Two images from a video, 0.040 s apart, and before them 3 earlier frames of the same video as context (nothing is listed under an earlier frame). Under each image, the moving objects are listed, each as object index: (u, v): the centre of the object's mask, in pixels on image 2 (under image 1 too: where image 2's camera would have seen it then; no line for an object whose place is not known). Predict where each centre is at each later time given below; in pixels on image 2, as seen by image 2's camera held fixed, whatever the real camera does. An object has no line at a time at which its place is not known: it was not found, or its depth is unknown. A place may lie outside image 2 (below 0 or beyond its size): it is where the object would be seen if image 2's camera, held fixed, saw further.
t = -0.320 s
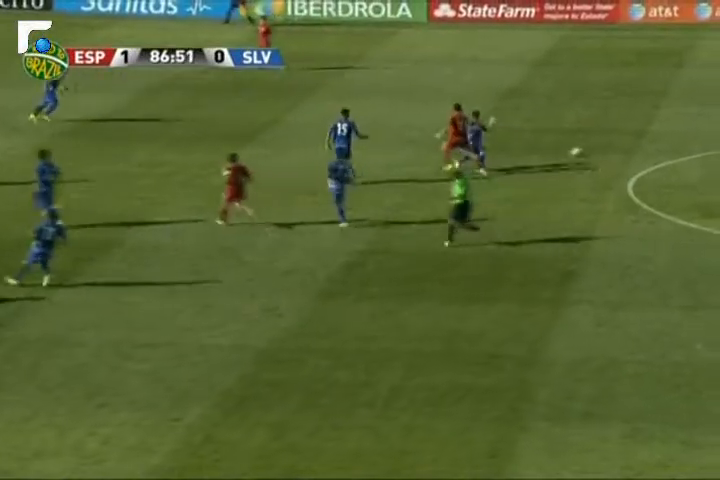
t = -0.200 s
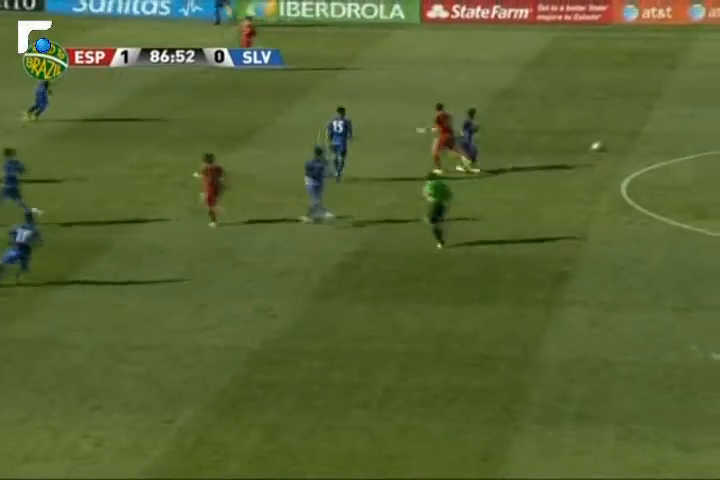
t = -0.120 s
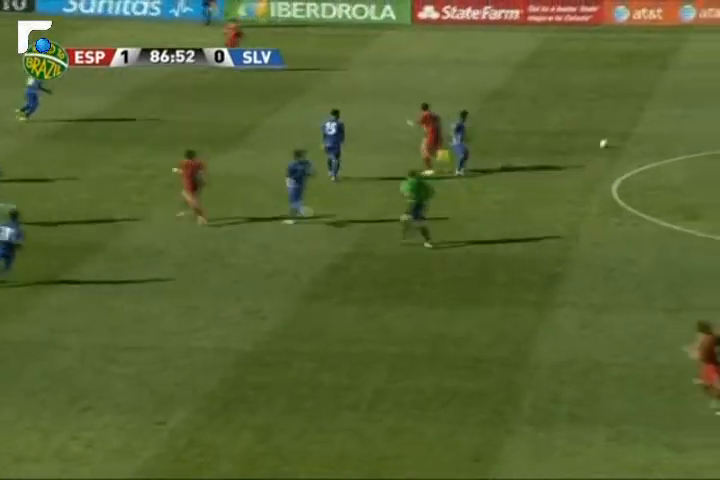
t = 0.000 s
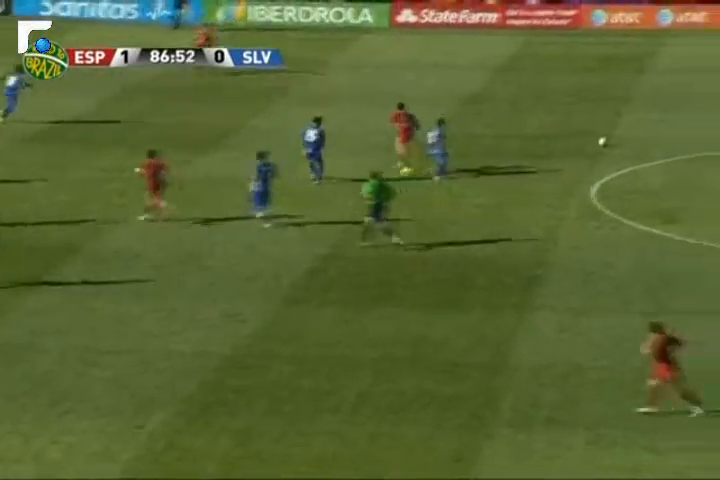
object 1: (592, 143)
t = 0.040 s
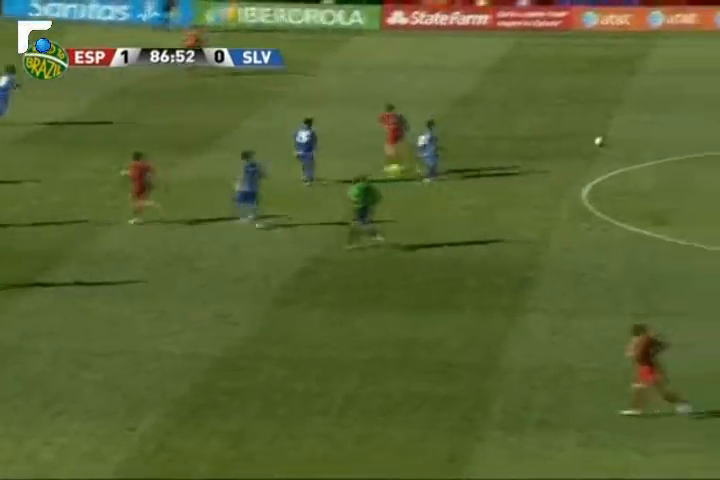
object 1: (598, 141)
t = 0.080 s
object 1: (603, 139)
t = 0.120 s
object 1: (608, 138)
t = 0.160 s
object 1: (612, 135)
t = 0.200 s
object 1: (620, 133)
